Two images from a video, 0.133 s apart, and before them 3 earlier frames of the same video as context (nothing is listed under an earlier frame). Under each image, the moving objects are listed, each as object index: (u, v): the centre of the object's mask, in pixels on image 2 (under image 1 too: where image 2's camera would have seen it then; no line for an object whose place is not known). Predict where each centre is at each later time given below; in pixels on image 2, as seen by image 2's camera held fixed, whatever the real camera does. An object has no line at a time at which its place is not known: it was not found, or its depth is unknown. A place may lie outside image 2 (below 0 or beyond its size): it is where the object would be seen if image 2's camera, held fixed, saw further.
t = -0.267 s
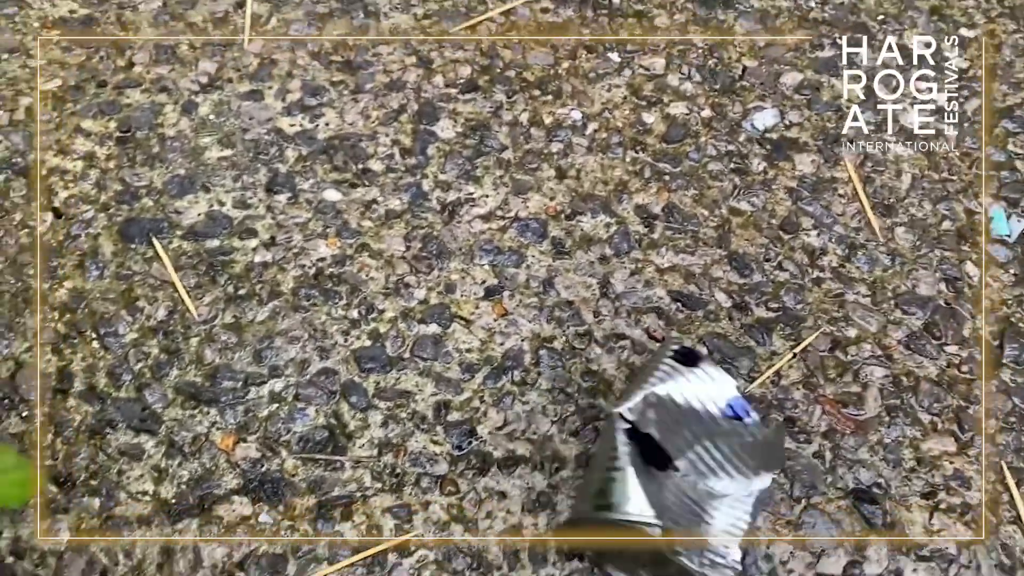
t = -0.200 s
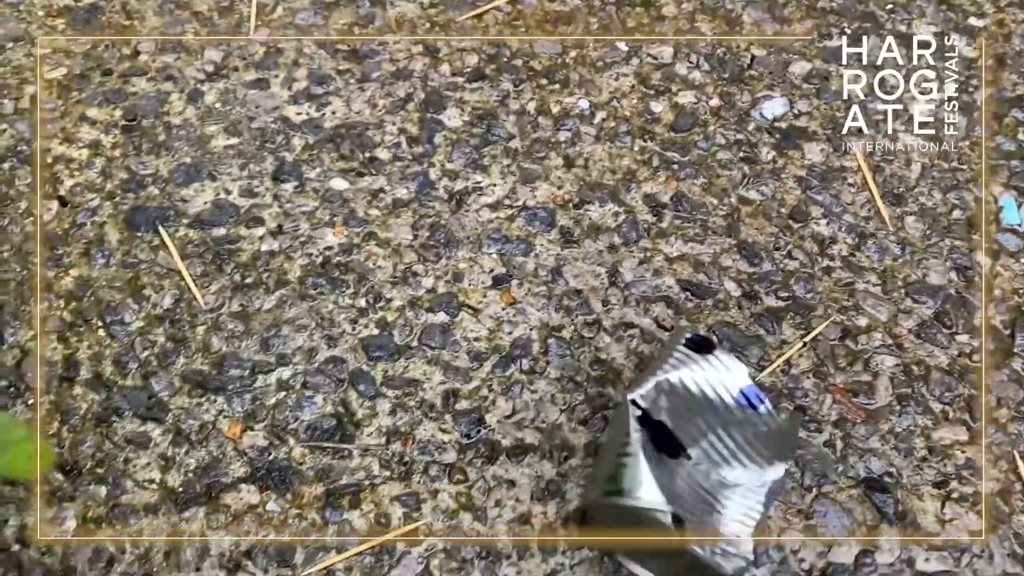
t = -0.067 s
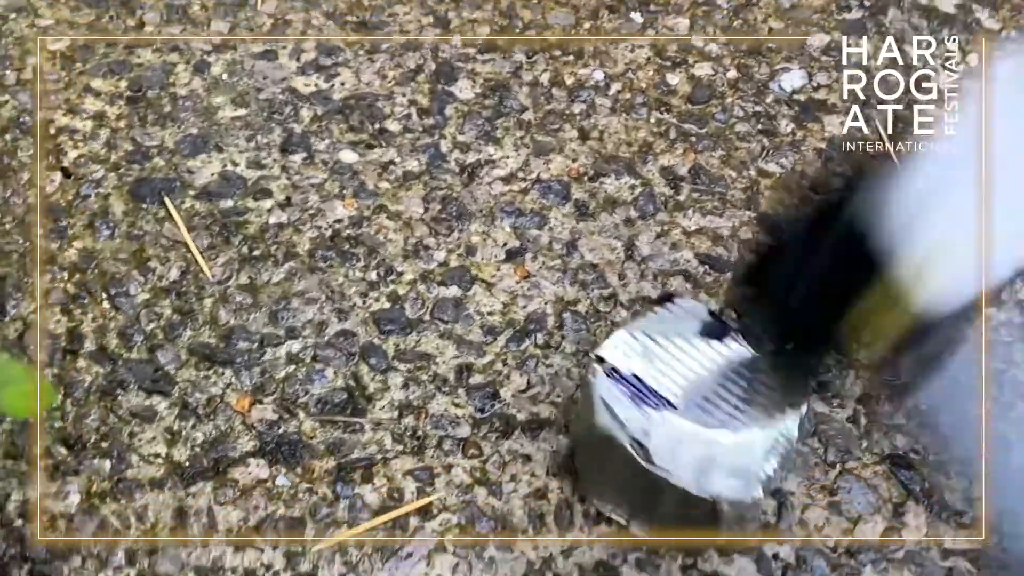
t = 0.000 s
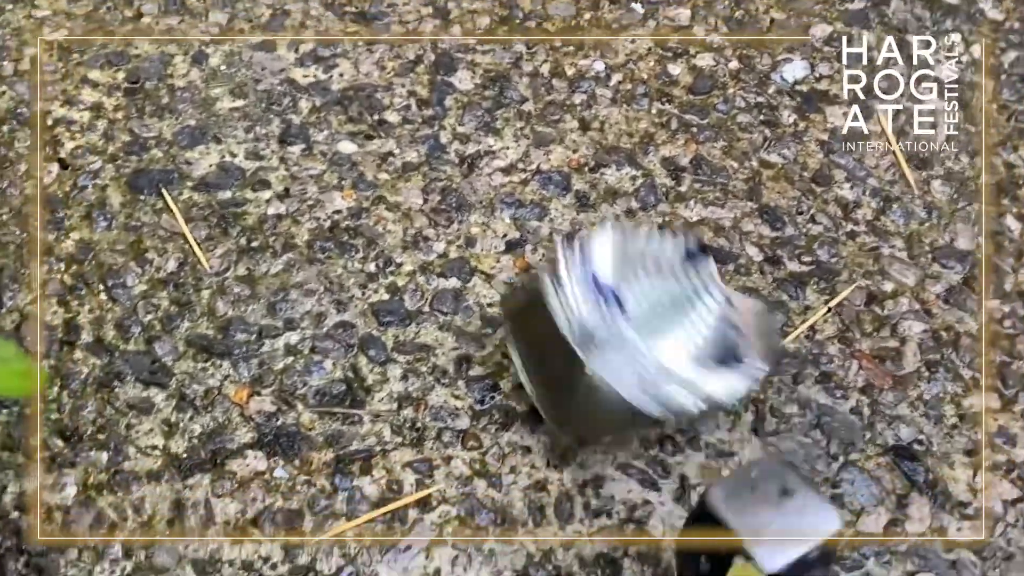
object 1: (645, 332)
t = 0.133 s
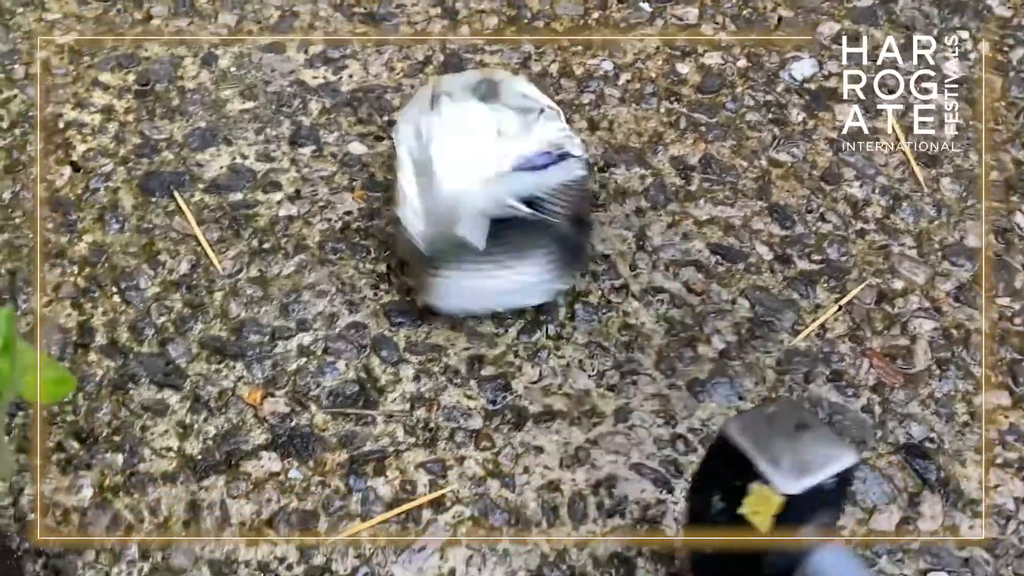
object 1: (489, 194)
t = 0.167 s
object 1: (459, 171)
